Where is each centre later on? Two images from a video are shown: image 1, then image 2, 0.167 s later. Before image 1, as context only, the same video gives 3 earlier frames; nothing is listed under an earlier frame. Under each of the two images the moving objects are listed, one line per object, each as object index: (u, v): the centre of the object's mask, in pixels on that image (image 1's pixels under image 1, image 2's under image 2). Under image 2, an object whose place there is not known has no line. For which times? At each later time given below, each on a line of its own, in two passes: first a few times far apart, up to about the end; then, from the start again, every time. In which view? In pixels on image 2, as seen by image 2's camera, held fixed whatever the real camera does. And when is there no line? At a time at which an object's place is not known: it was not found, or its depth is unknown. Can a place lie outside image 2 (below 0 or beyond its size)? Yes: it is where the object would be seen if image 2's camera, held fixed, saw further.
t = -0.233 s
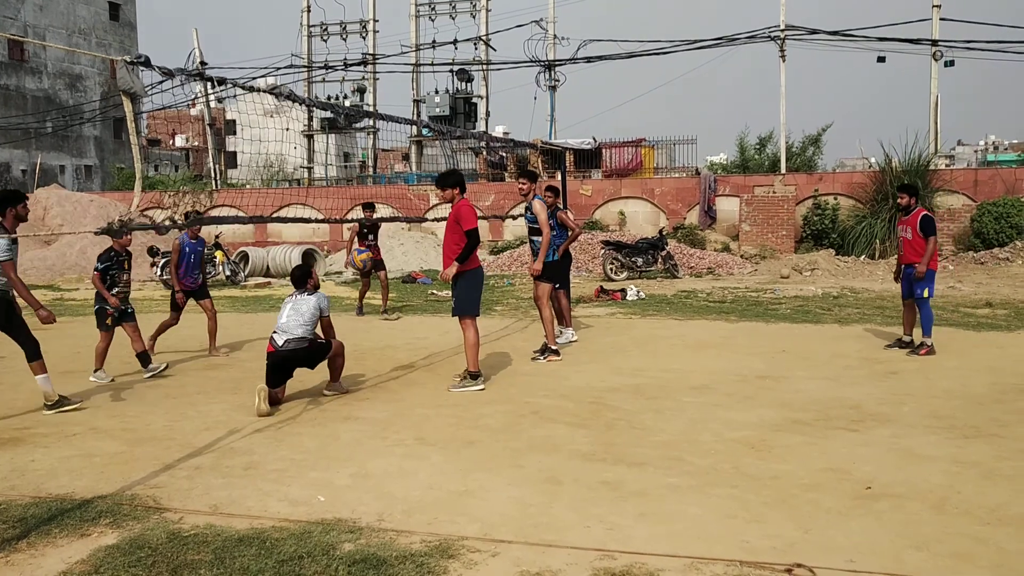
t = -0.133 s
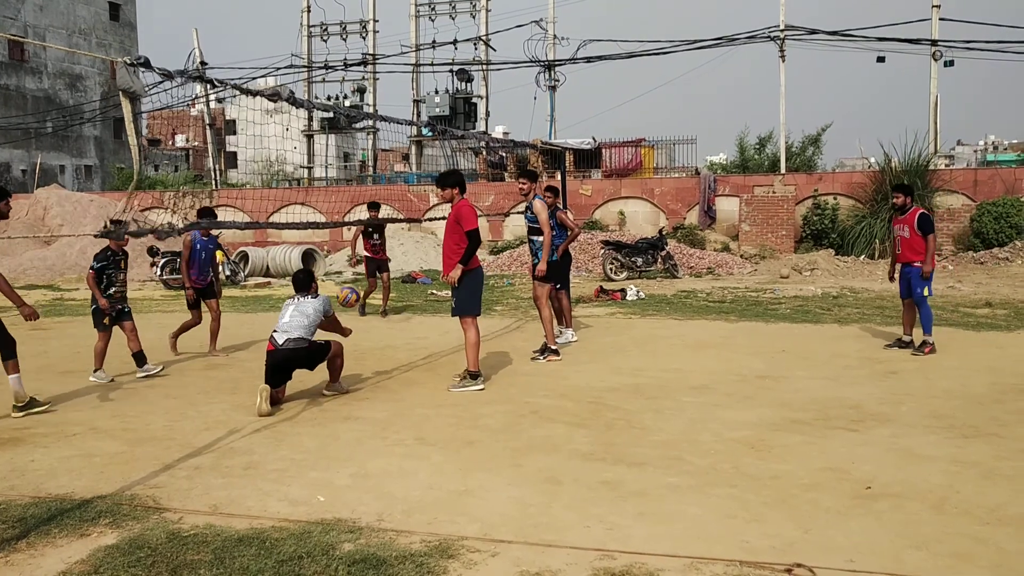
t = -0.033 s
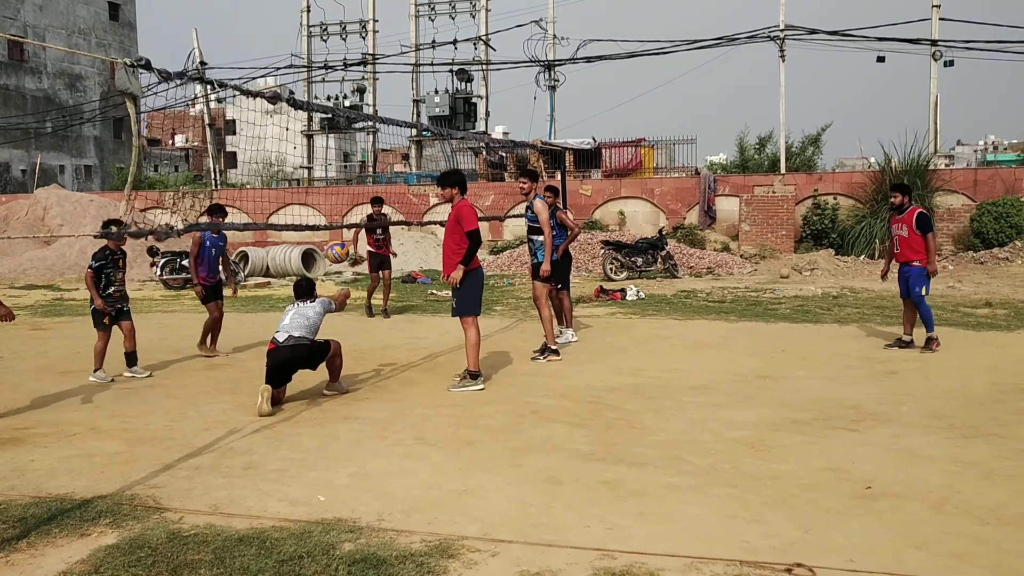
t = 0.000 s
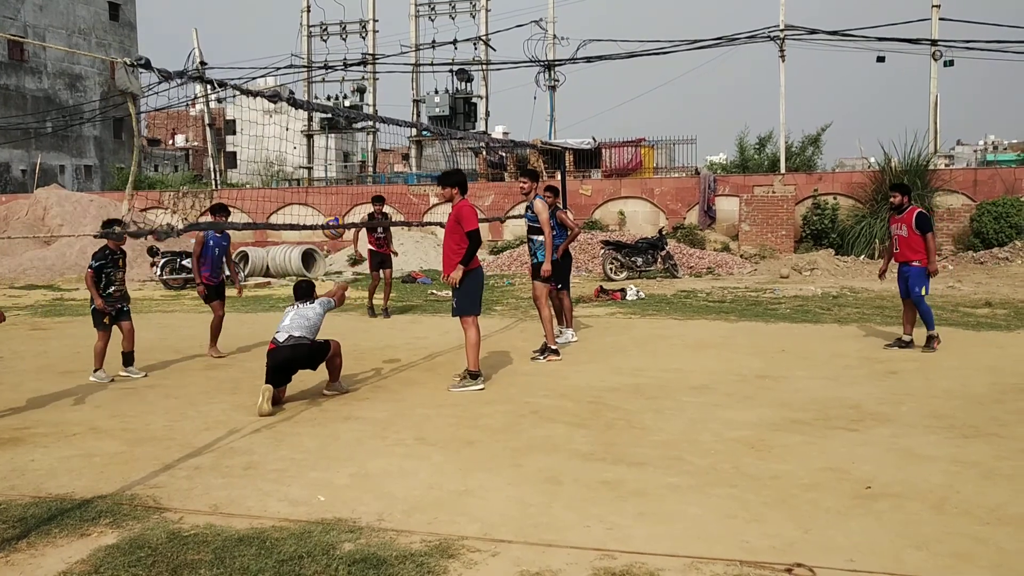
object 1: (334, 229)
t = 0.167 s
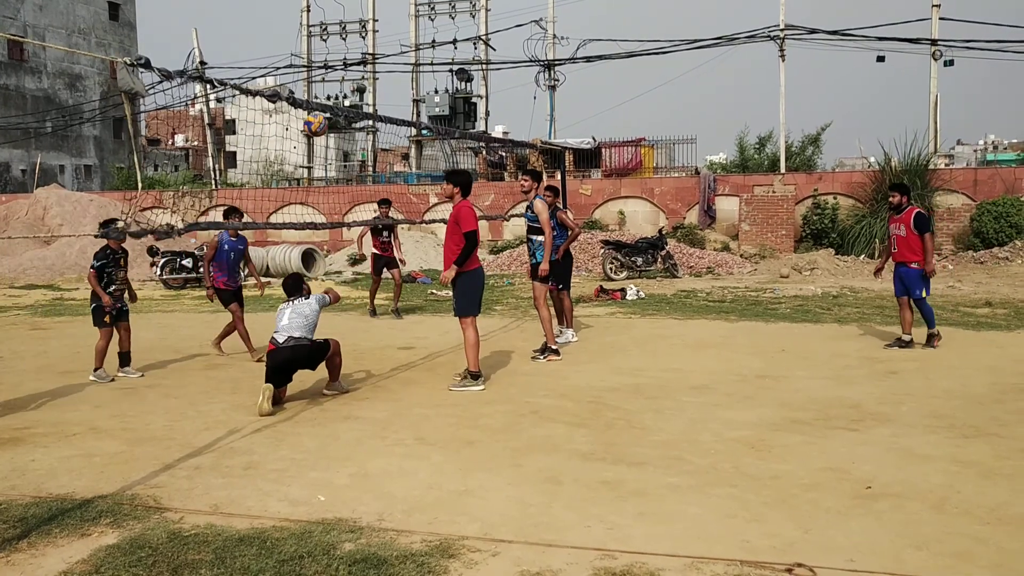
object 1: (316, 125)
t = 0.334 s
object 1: (300, 53)
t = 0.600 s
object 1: (276, 8)
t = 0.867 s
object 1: (257, 36)
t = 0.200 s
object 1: (313, 110)
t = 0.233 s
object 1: (310, 91)
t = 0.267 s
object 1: (306, 78)
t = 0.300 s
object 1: (303, 64)
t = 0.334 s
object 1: (300, 53)
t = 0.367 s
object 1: (296, 42)
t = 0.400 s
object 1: (293, 33)
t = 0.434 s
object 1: (290, 25)
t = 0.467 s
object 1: (287, 18)
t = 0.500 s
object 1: (284, 12)
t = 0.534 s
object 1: (282, 10)
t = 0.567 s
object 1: (279, 8)
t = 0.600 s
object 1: (276, 8)
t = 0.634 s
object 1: (274, 8)
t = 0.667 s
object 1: (271, 8)
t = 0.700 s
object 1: (269, 9)
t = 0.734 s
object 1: (266, 11)
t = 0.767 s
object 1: (264, 14)
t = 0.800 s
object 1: (261, 20)
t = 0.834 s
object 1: (259, 27)
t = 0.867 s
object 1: (257, 36)
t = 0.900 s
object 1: (255, 45)
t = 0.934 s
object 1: (253, 56)
